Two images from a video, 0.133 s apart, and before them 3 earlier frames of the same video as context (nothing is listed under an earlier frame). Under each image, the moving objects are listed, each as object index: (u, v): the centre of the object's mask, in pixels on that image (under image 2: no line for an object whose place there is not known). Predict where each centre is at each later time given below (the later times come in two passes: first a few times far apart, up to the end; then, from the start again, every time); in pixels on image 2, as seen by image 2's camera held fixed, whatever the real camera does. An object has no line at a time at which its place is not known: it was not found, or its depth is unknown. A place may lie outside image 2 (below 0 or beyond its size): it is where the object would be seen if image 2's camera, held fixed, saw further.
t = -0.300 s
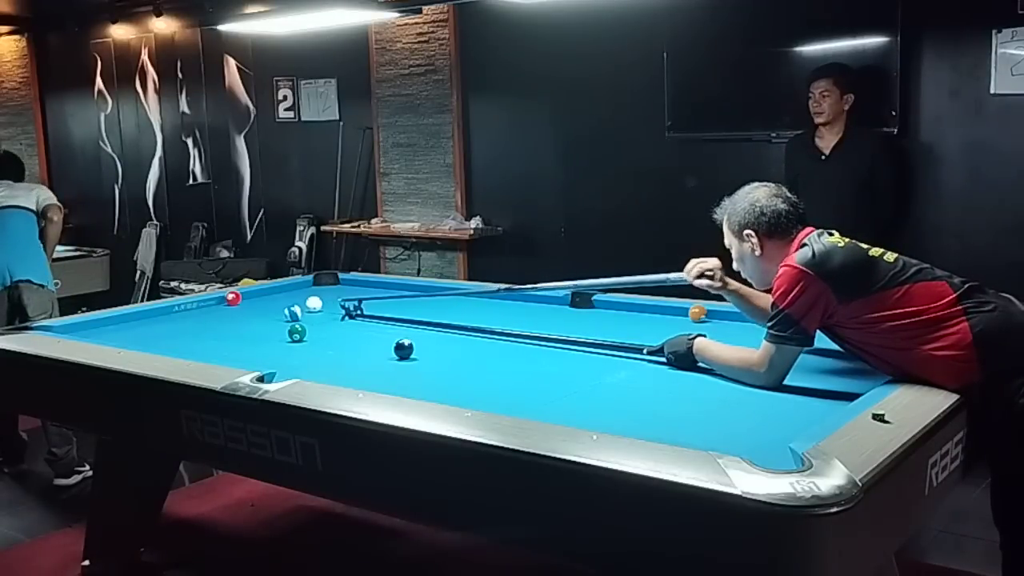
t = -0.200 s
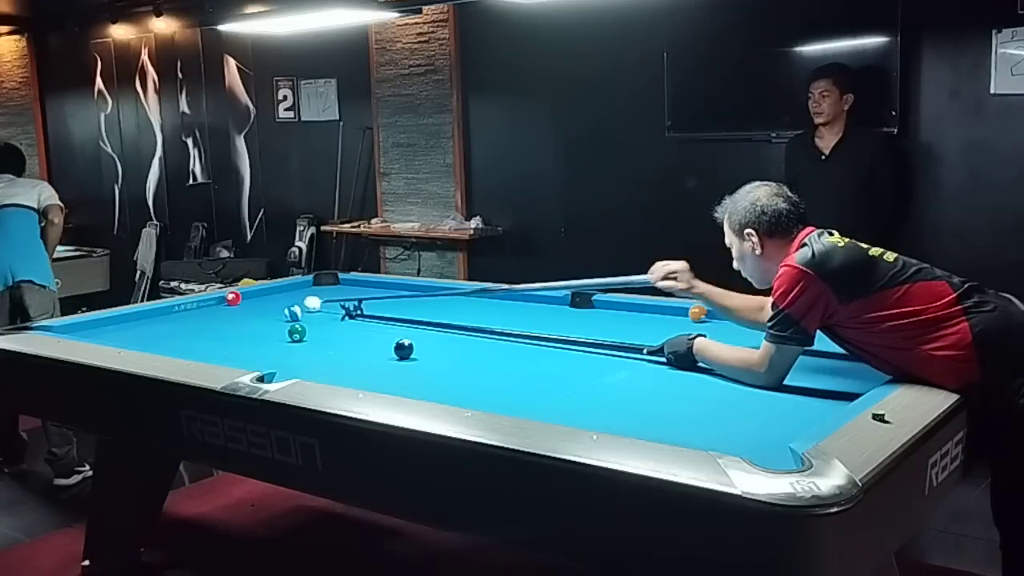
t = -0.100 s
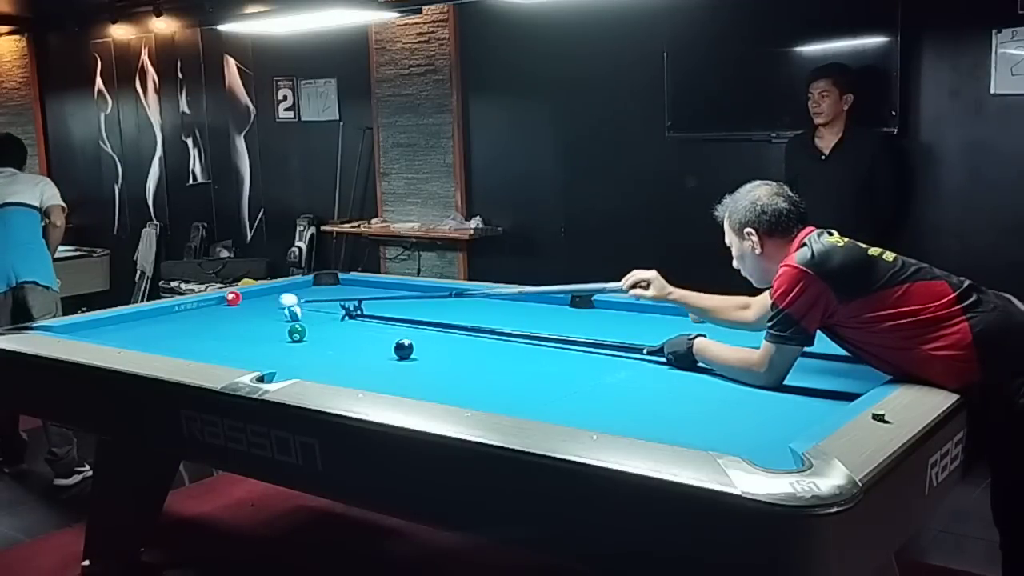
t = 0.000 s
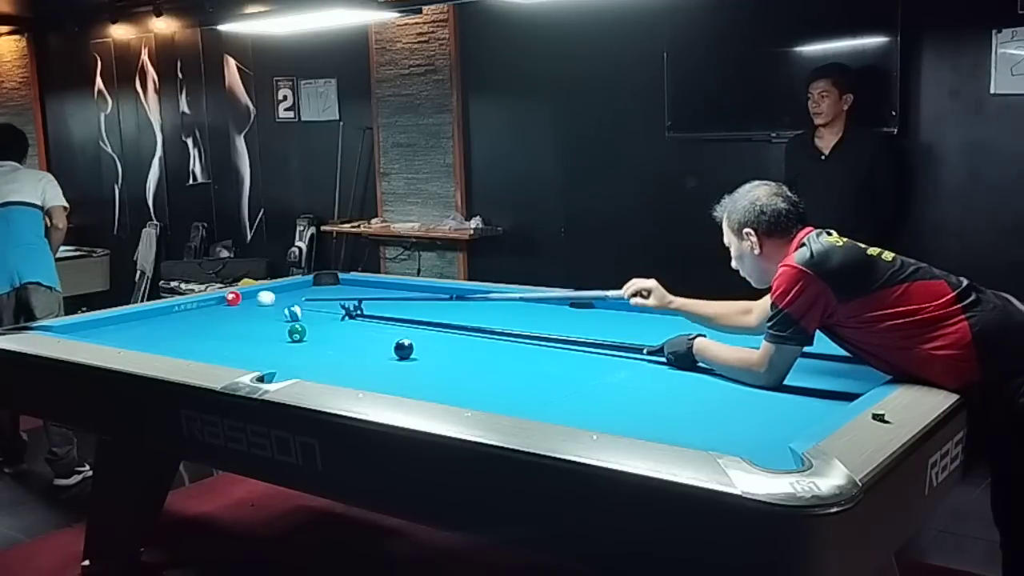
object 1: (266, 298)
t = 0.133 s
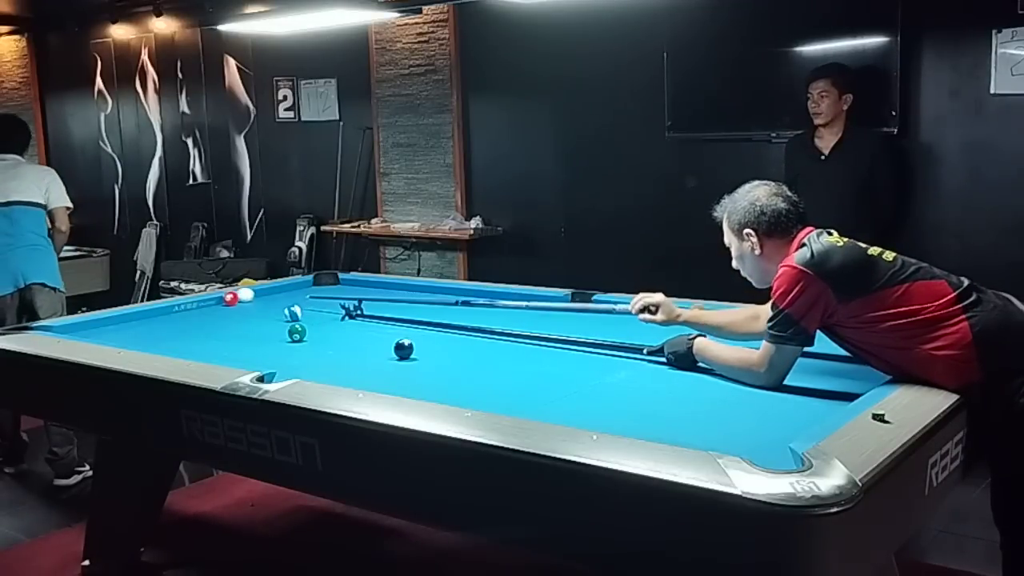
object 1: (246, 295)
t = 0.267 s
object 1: (270, 294)
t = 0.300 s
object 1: (277, 294)
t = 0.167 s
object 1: (252, 295)
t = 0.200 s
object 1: (258, 295)
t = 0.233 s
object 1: (264, 295)
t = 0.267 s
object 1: (270, 294)
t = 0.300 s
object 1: (277, 294)
